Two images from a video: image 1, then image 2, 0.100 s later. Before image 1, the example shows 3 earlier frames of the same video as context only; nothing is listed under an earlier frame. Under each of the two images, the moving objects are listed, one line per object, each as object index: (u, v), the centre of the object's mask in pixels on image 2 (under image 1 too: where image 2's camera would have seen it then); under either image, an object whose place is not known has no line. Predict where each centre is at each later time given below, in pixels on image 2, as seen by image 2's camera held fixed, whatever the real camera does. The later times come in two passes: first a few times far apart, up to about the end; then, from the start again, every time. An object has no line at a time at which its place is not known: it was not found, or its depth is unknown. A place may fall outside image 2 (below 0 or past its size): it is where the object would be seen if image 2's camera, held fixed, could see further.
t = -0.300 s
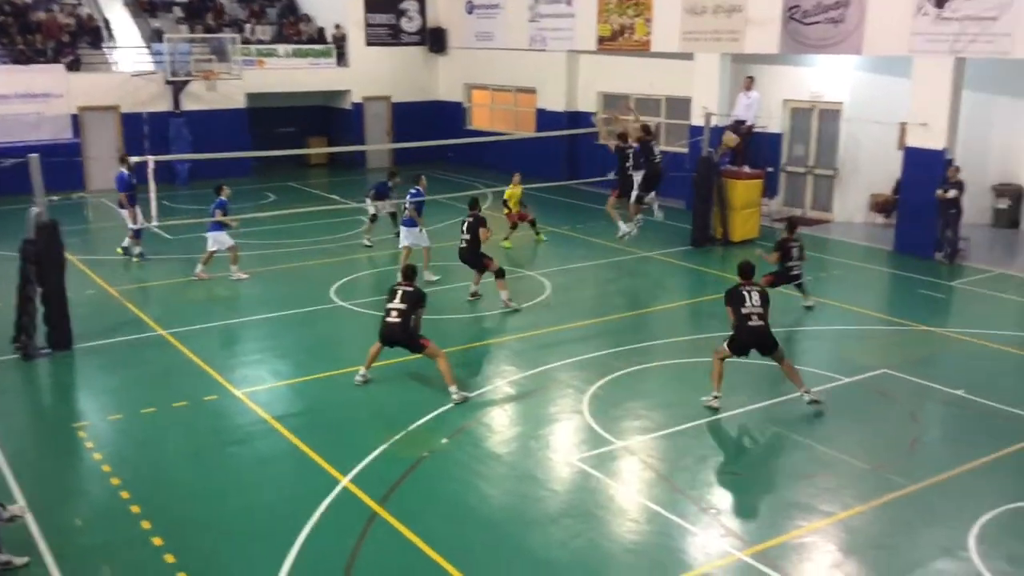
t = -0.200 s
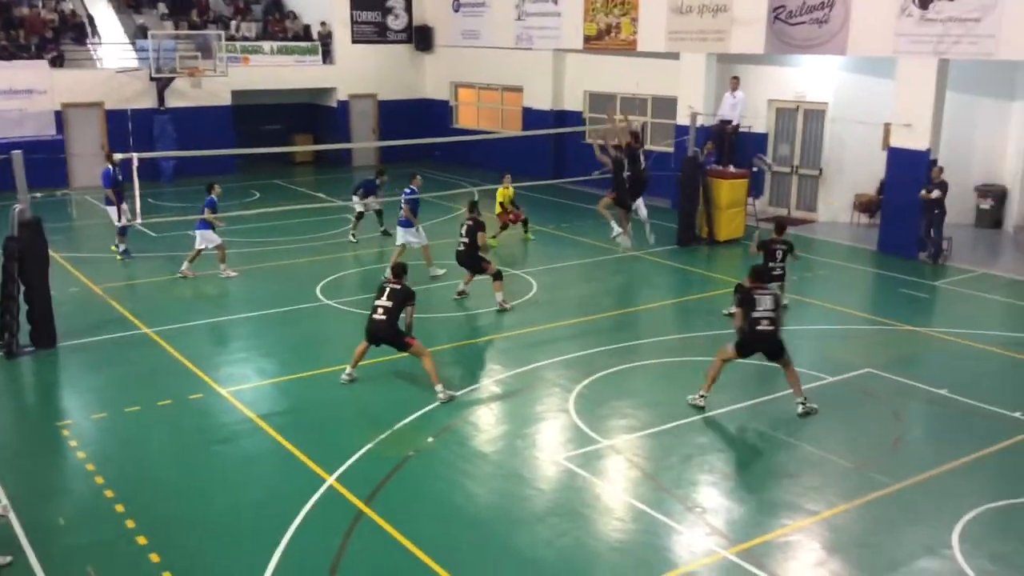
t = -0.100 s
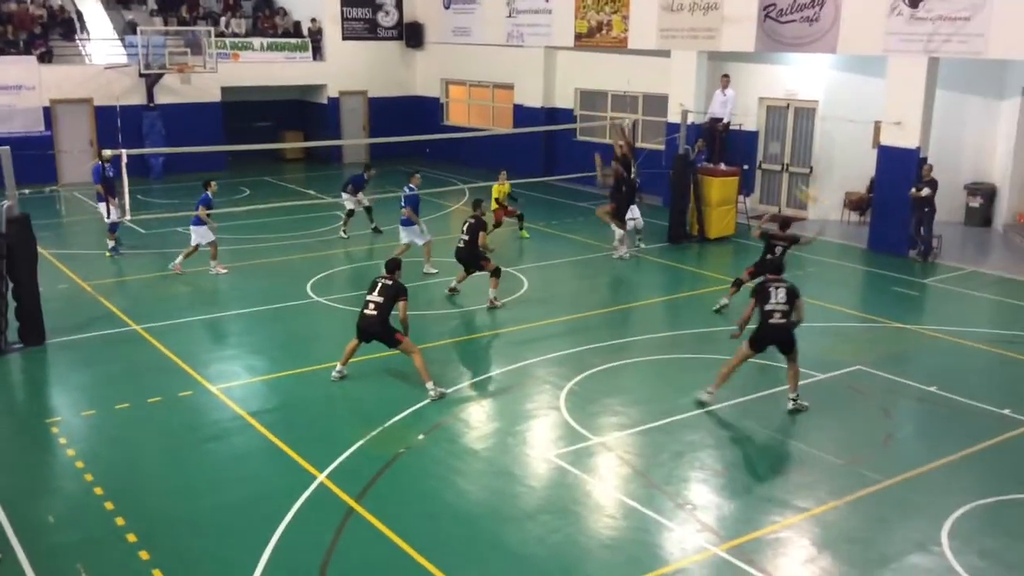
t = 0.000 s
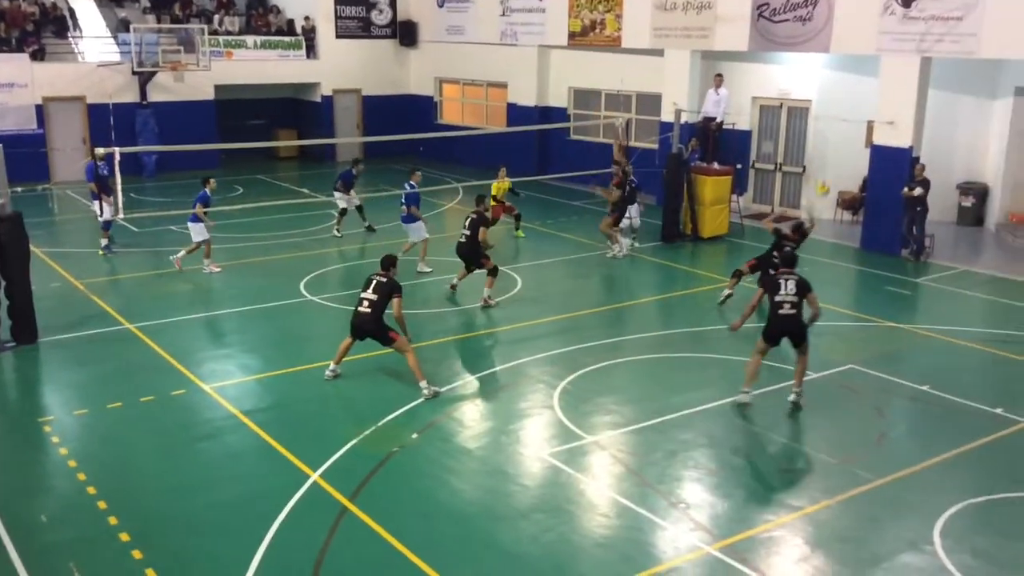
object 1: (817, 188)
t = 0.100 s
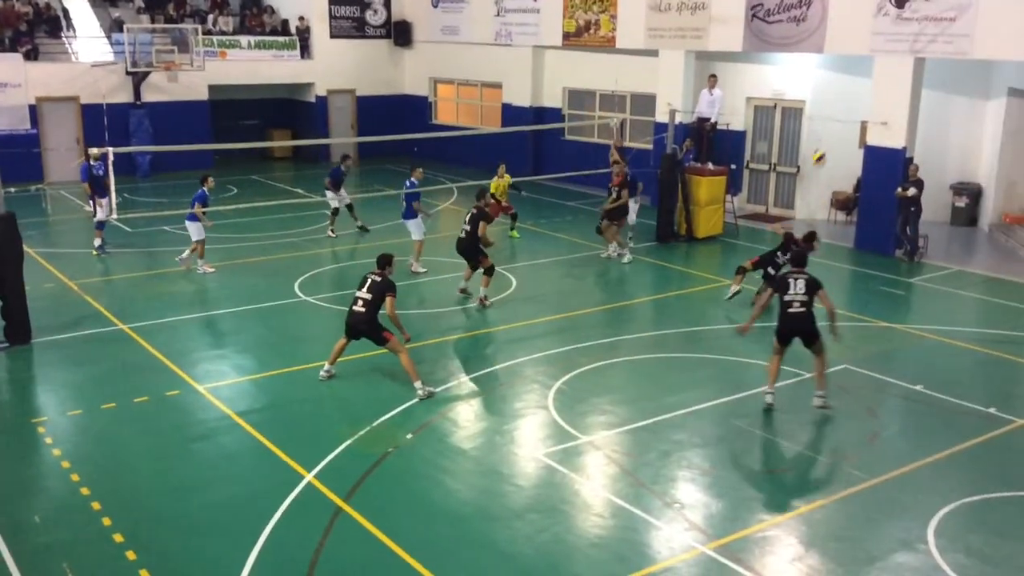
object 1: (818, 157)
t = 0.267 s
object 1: (821, 118)
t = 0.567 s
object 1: (825, 96)
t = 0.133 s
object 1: (819, 149)
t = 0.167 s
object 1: (819, 140)
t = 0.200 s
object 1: (820, 132)
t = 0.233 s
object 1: (821, 125)
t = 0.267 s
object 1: (821, 118)
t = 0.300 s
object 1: (822, 113)
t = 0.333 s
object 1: (822, 108)
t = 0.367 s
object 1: (823, 104)
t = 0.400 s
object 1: (823, 100)
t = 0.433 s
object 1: (824, 97)
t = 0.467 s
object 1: (824, 96)
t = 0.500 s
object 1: (824, 95)
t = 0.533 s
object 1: (825, 95)
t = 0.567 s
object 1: (825, 96)
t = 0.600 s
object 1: (825, 98)
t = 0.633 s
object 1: (825, 101)
